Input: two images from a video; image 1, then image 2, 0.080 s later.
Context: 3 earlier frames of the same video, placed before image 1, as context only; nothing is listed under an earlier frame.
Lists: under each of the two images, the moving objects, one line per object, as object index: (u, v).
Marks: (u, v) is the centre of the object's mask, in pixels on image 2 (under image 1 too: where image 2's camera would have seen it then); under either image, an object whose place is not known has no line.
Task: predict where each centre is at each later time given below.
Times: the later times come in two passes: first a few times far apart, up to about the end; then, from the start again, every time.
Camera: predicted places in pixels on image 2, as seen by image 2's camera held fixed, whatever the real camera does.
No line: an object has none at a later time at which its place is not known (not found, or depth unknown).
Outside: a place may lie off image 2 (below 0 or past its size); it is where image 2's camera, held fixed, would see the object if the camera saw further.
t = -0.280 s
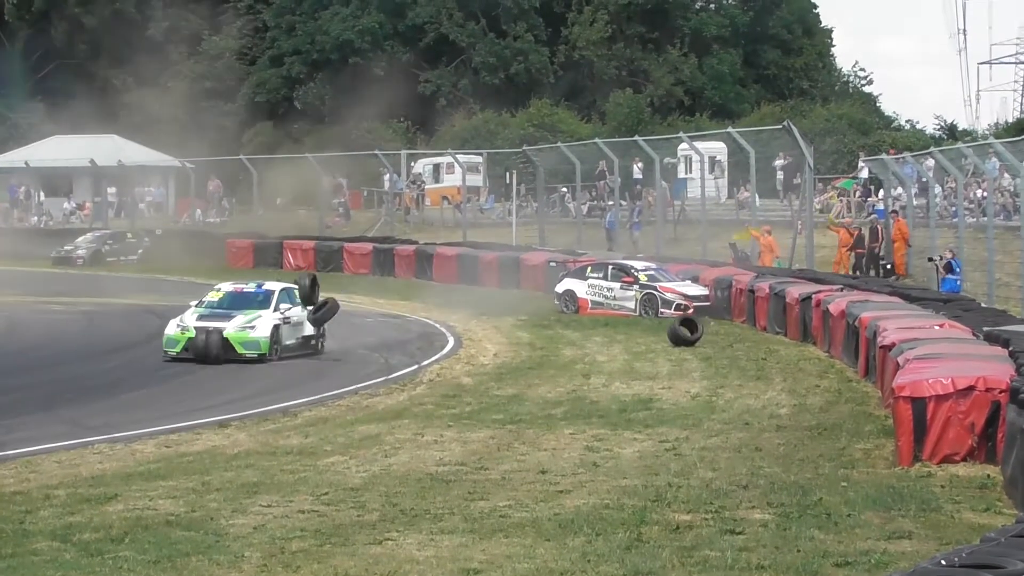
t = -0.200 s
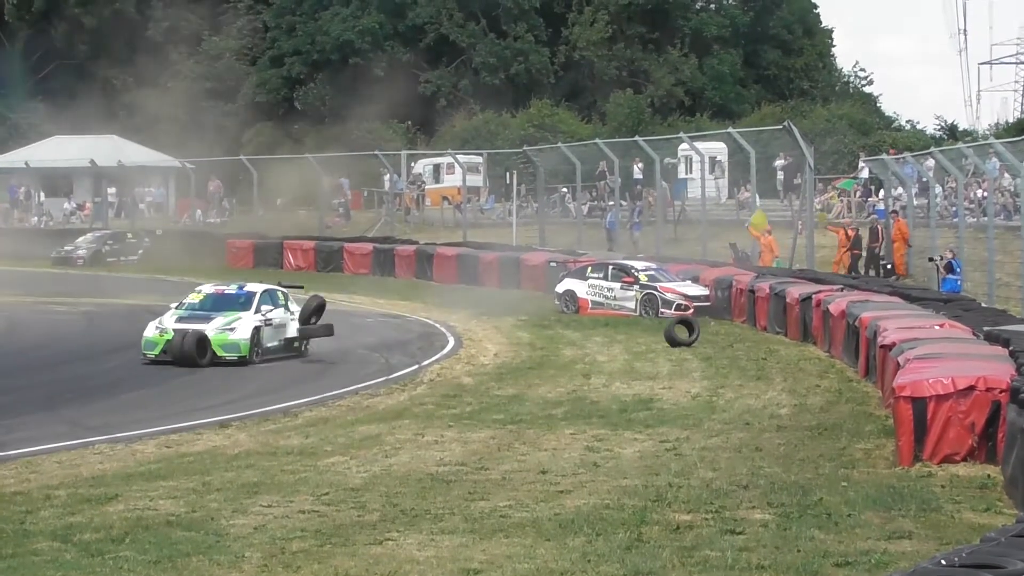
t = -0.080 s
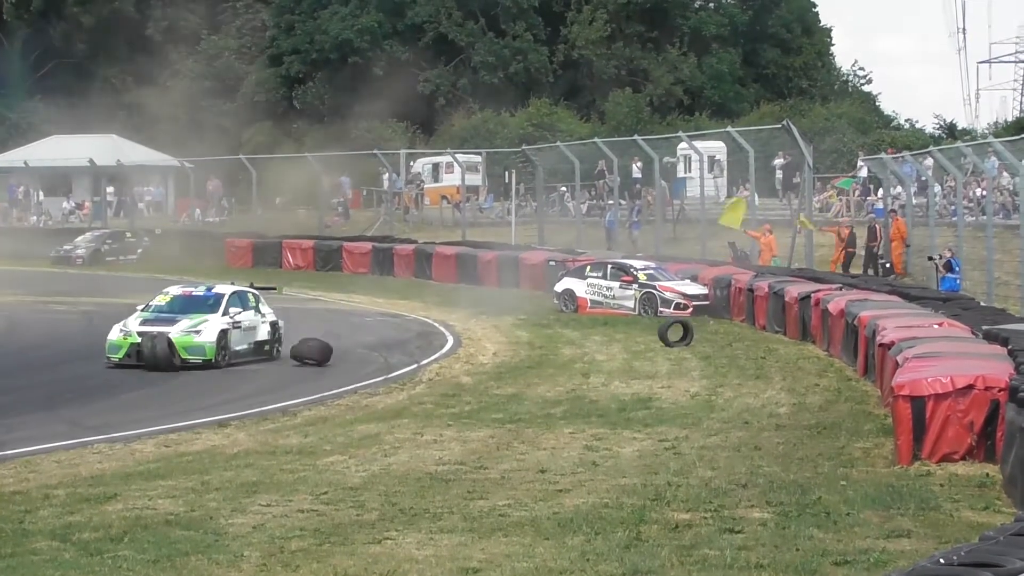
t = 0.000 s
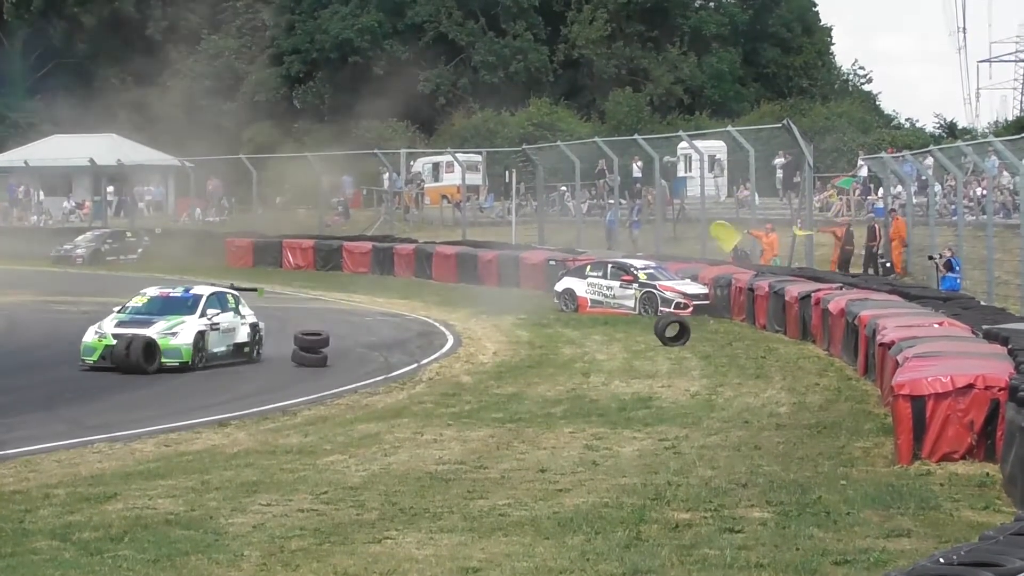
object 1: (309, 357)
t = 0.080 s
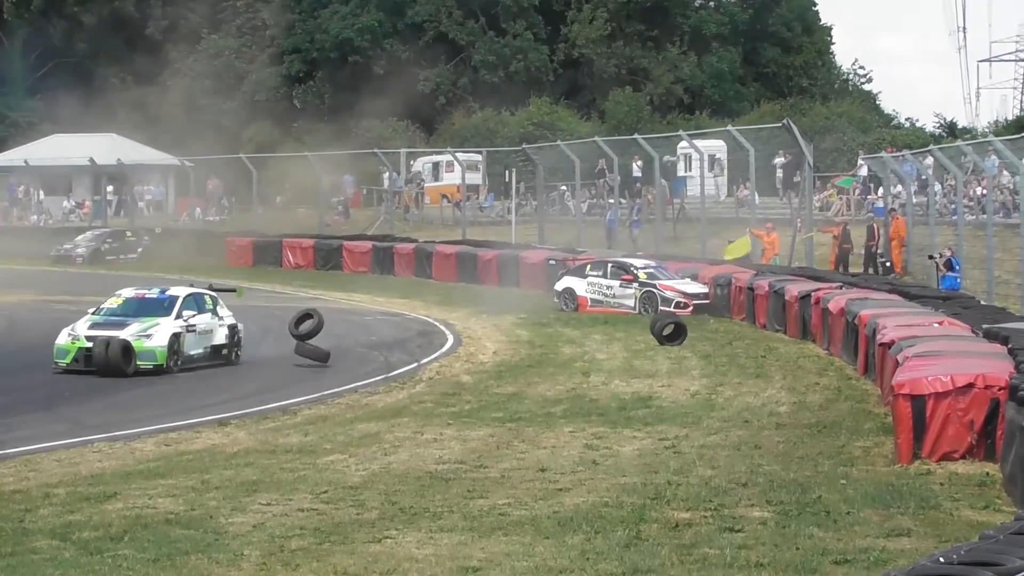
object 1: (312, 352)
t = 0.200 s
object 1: (315, 346)
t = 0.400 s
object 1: (319, 346)
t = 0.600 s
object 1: (306, 337)
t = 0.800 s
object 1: (323, 332)
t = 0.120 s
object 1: (313, 350)
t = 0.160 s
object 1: (314, 348)
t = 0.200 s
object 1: (315, 346)
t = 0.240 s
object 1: (315, 344)
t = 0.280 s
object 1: (315, 343)
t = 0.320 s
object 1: (315, 343)
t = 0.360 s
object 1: (318, 350)
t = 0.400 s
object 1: (319, 346)
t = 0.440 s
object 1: (315, 347)
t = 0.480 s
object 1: (312, 348)
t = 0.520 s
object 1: (312, 350)
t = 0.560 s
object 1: (310, 350)
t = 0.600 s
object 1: (306, 337)
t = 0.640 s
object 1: (306, 335)
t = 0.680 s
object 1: (310, 331)
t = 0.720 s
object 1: (312, 330)
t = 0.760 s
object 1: (319, 331)
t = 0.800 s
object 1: (323, 332)
